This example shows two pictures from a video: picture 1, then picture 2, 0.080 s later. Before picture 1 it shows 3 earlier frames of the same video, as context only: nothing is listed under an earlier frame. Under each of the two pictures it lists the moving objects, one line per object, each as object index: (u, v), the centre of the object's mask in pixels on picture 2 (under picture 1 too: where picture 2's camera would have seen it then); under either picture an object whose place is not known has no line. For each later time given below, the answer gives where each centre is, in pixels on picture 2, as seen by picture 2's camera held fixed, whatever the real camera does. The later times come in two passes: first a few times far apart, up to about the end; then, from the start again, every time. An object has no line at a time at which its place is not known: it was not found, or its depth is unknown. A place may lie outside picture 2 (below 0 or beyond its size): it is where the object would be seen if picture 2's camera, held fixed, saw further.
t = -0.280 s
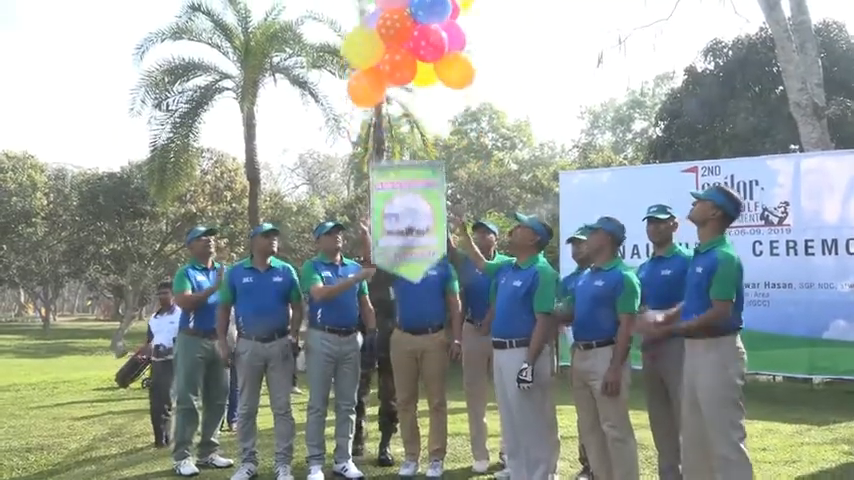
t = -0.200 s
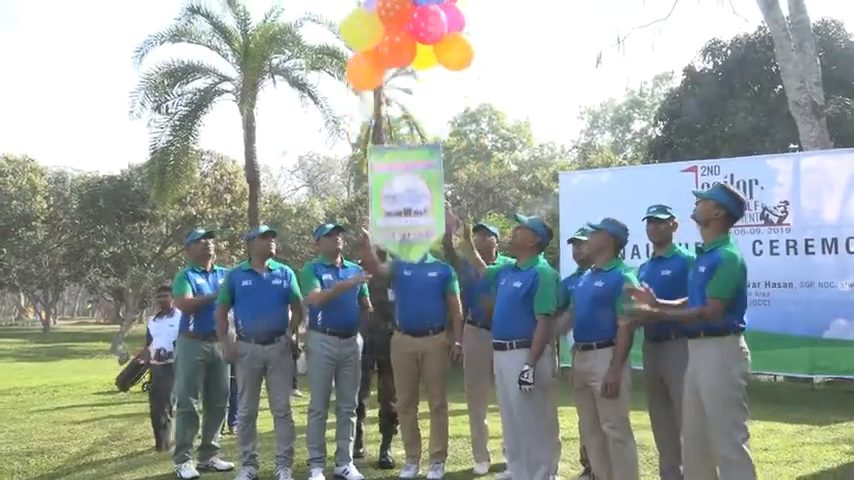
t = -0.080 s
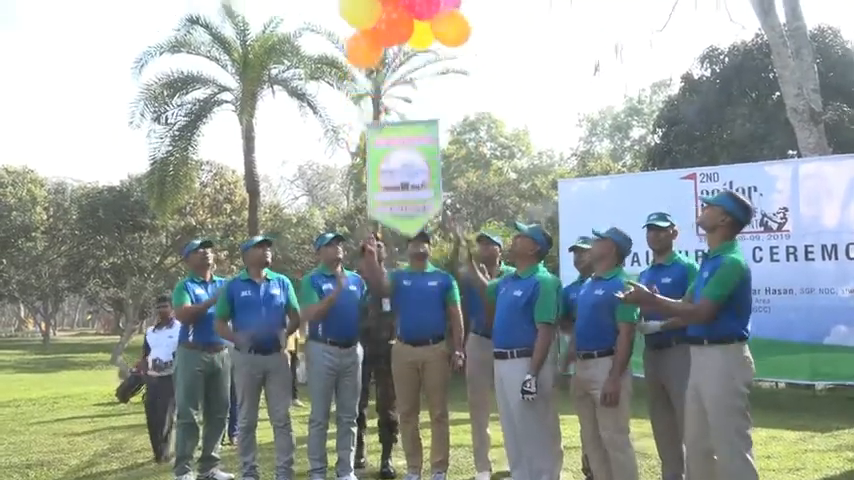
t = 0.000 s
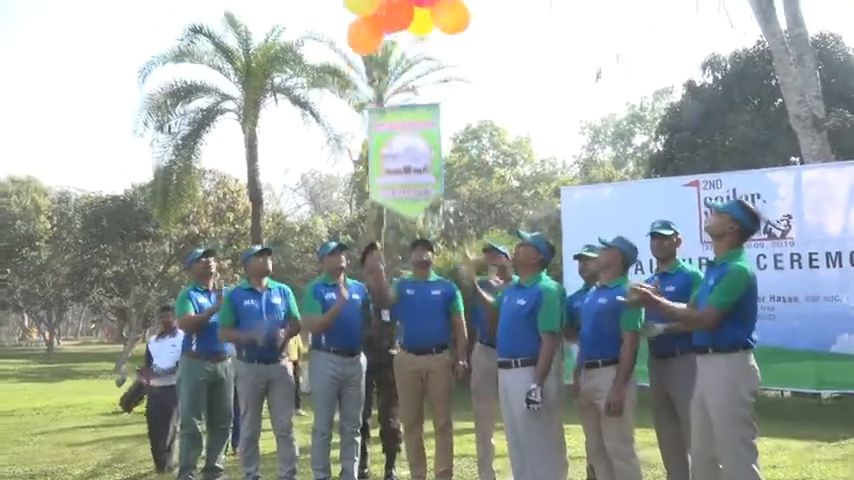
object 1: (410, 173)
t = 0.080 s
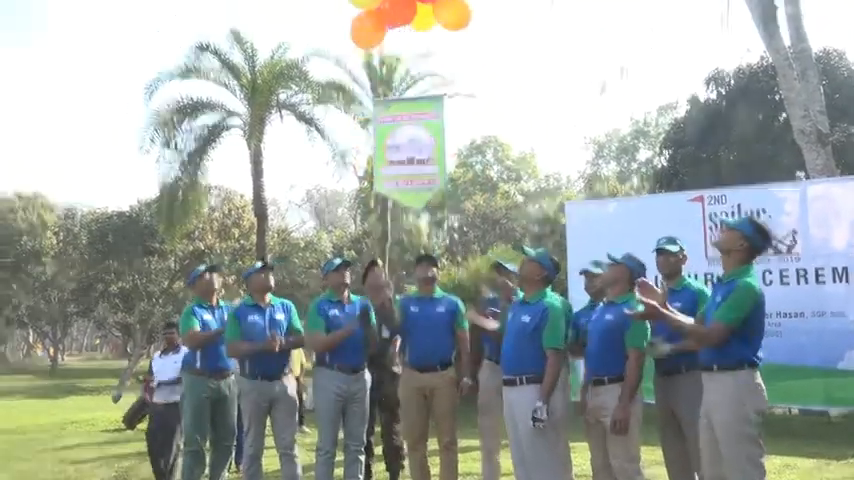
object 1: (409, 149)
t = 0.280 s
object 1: (407, 88)
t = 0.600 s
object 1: (403, -7)
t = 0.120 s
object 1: (409, 136)
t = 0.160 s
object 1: (408, 124)
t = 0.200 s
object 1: (408, 112)
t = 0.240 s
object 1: (407, 100)
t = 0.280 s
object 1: (407, 88)
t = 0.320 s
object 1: (407, 76)
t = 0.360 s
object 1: (408, 65)
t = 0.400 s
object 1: (407, 54)
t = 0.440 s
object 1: (406, 41)
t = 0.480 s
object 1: (405, 28)
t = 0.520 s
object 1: (404, 17)
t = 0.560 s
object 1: (404, 5)
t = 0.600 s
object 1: (403, -7)
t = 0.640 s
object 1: (403, -18)
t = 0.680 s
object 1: (403, -29)
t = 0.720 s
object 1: (402, -40)
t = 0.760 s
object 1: (402, -51)
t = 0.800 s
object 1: (401, -63)
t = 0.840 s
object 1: (398, -73)
